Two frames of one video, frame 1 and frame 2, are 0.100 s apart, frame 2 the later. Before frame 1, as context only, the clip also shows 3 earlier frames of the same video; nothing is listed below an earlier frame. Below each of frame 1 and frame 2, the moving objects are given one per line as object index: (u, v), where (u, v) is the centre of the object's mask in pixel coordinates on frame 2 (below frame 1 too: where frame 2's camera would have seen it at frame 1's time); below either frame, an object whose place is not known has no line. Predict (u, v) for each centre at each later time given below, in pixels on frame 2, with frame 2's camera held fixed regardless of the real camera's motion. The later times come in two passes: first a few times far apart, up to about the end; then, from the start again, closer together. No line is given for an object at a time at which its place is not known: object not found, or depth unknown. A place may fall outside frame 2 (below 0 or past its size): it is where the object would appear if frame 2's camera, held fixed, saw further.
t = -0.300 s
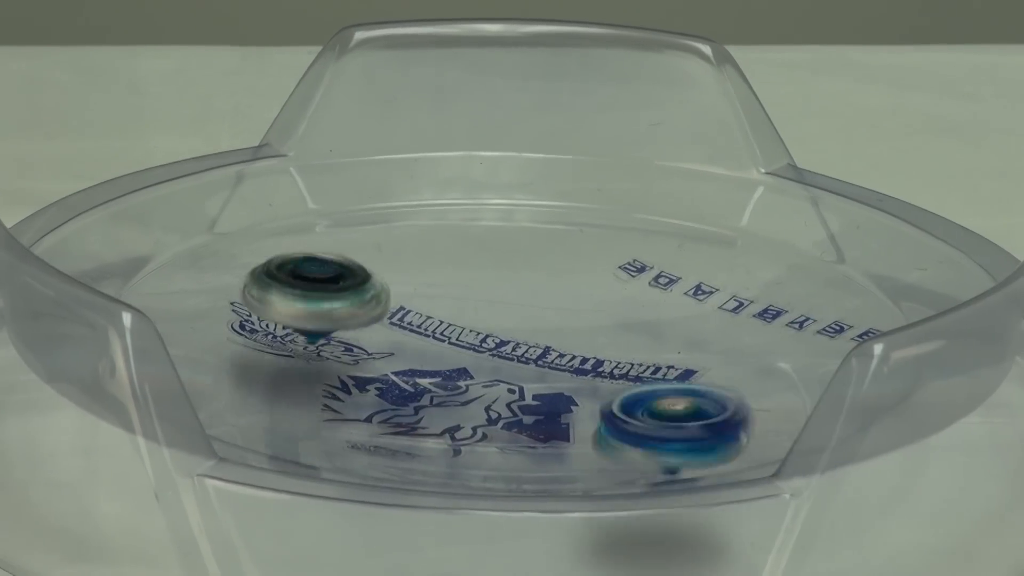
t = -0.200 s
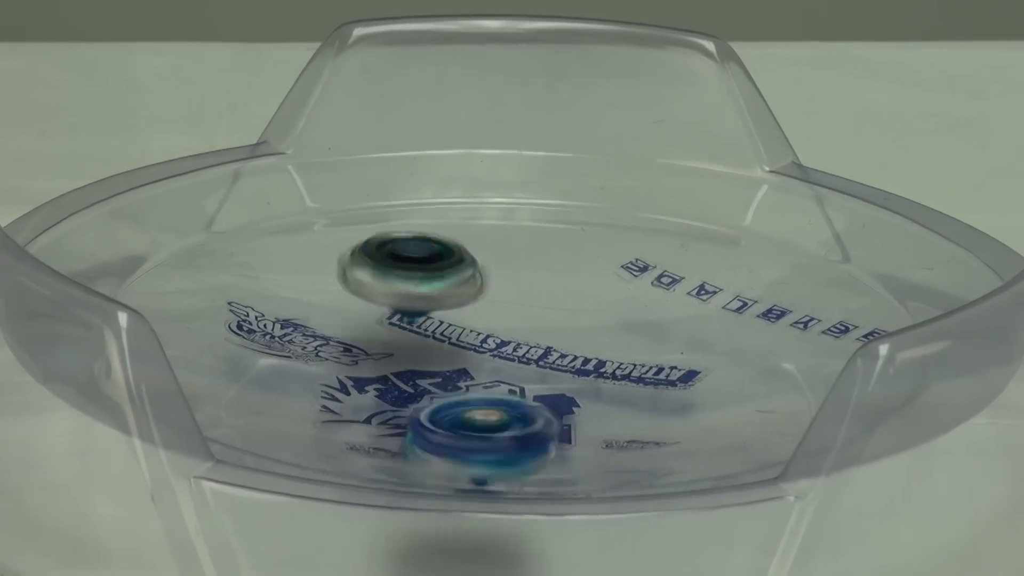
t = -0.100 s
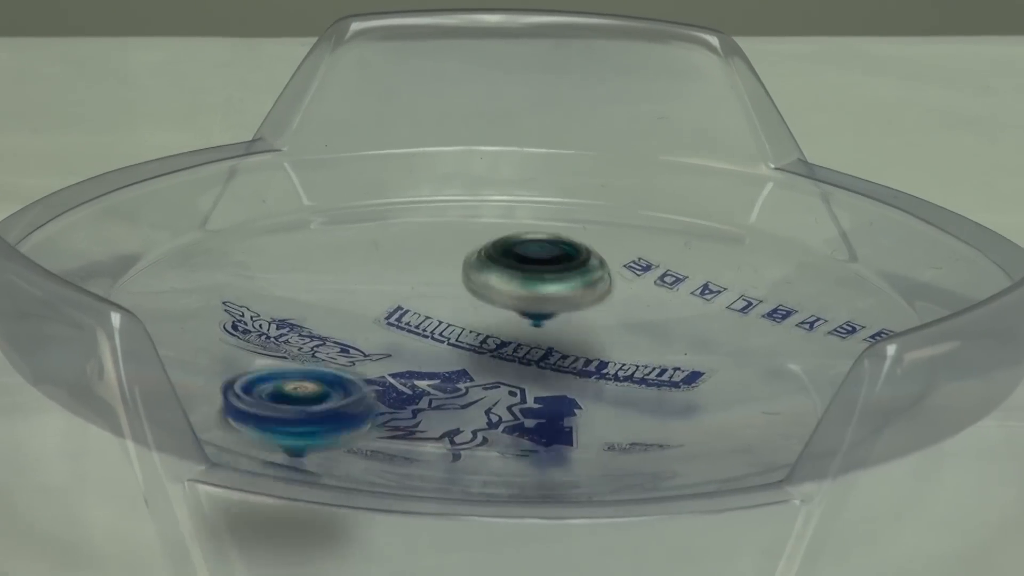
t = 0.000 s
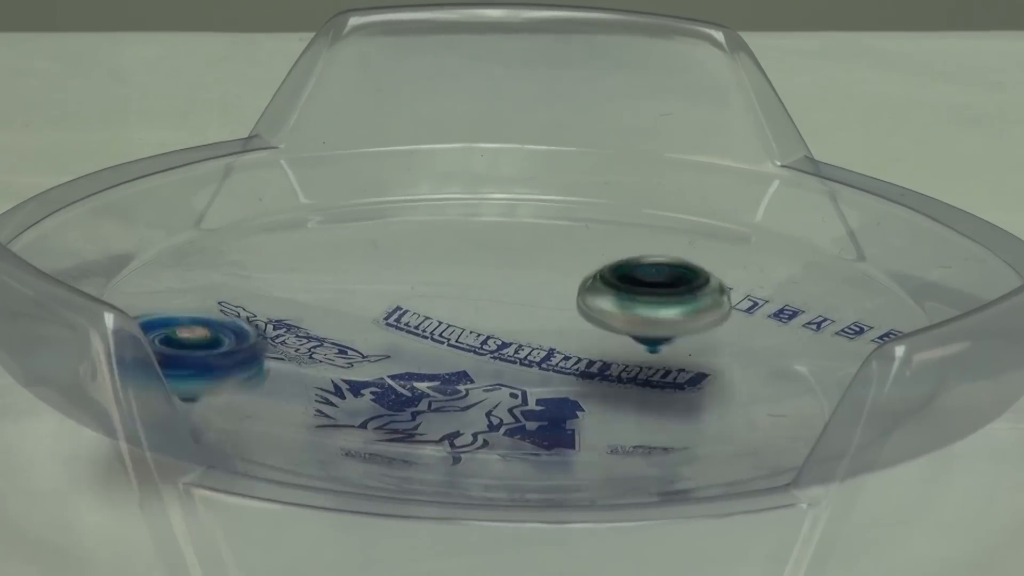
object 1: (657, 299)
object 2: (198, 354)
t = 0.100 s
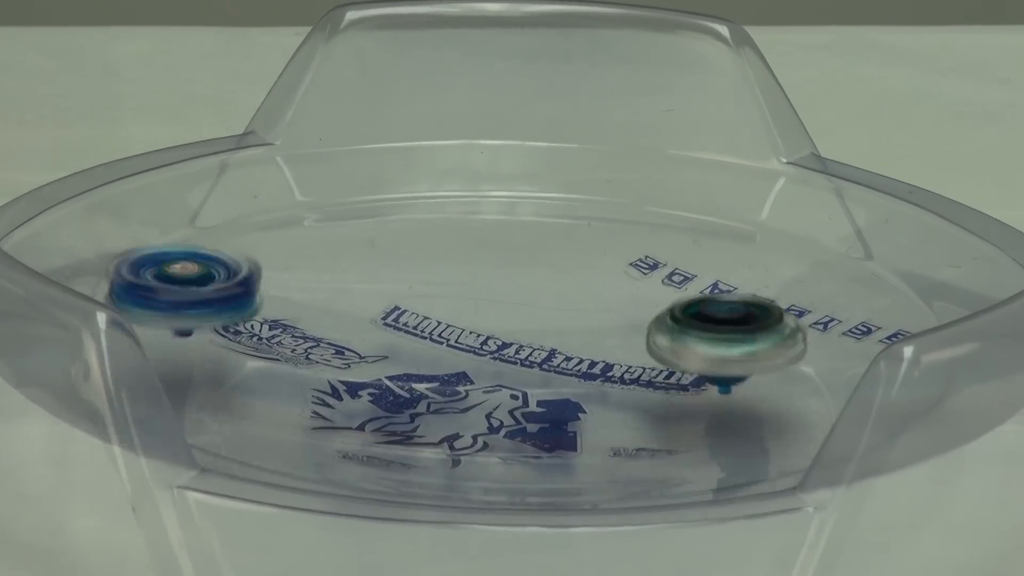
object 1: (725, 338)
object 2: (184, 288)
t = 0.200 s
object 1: (724, 380)
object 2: (281, 235)
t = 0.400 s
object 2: (624, 211)
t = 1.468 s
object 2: (528, 203)
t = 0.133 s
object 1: (733, 353)
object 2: (207, 269)
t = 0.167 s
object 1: (733, 366)
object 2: (239, 251)
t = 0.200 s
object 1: (724, 380)
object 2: (281, 235)
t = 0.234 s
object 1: (706, 392)
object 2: (328, 223)
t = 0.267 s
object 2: (383, 215)
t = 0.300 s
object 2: (441, 209)
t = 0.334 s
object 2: (502, 206)
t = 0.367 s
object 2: (565, 206)
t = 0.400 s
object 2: (624, 211)
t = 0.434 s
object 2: (684, 220)
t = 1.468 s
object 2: (528, 203)
